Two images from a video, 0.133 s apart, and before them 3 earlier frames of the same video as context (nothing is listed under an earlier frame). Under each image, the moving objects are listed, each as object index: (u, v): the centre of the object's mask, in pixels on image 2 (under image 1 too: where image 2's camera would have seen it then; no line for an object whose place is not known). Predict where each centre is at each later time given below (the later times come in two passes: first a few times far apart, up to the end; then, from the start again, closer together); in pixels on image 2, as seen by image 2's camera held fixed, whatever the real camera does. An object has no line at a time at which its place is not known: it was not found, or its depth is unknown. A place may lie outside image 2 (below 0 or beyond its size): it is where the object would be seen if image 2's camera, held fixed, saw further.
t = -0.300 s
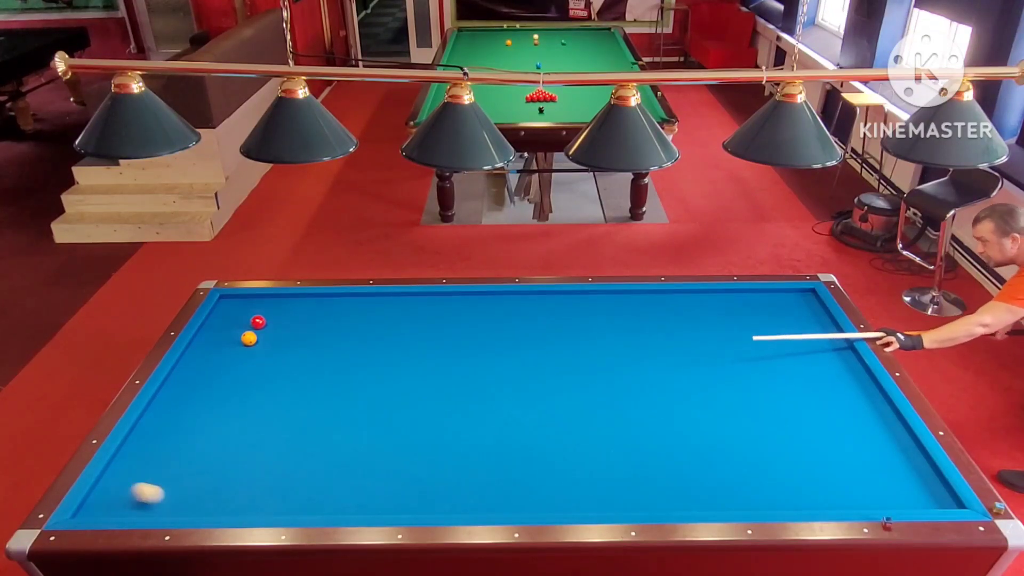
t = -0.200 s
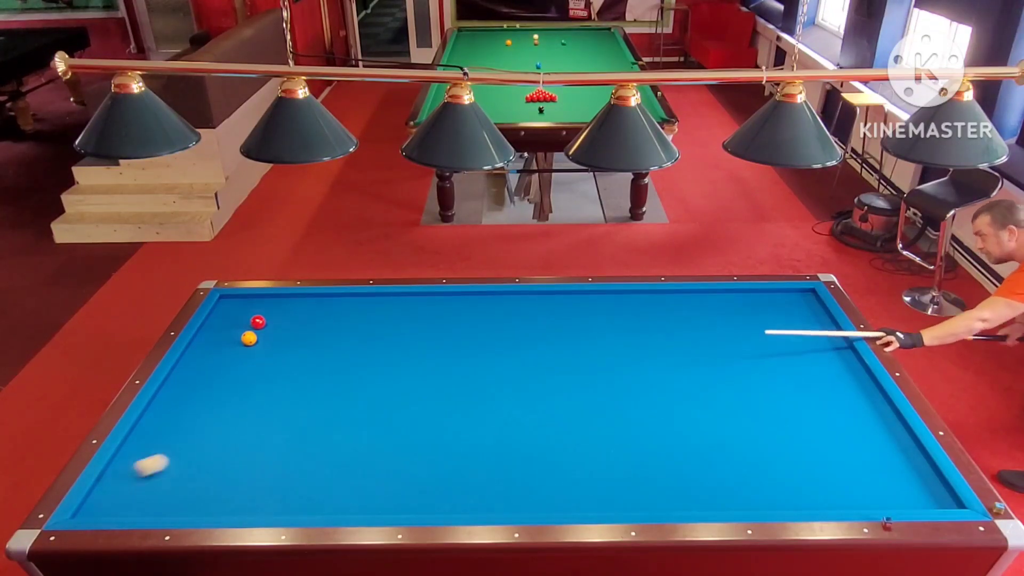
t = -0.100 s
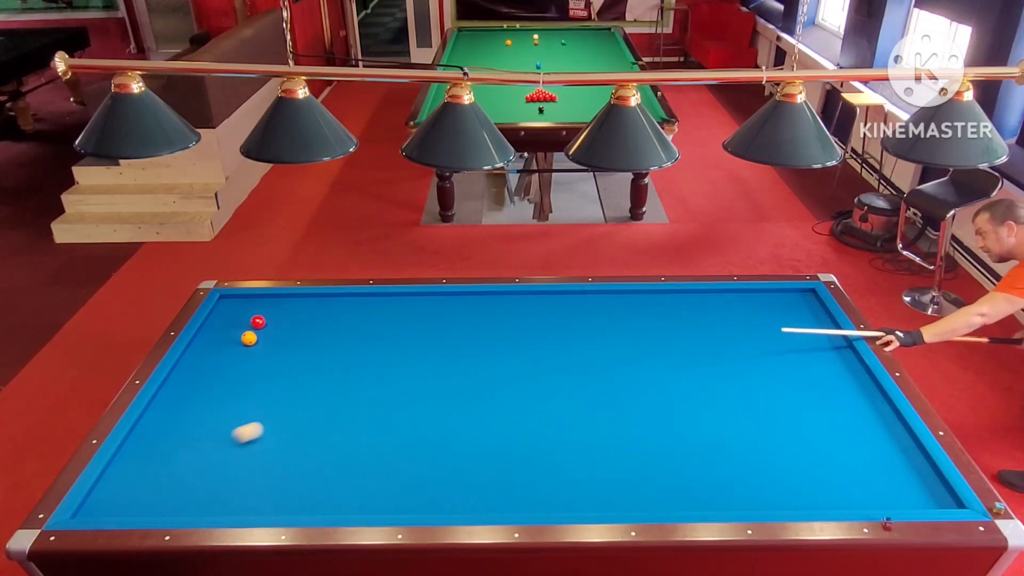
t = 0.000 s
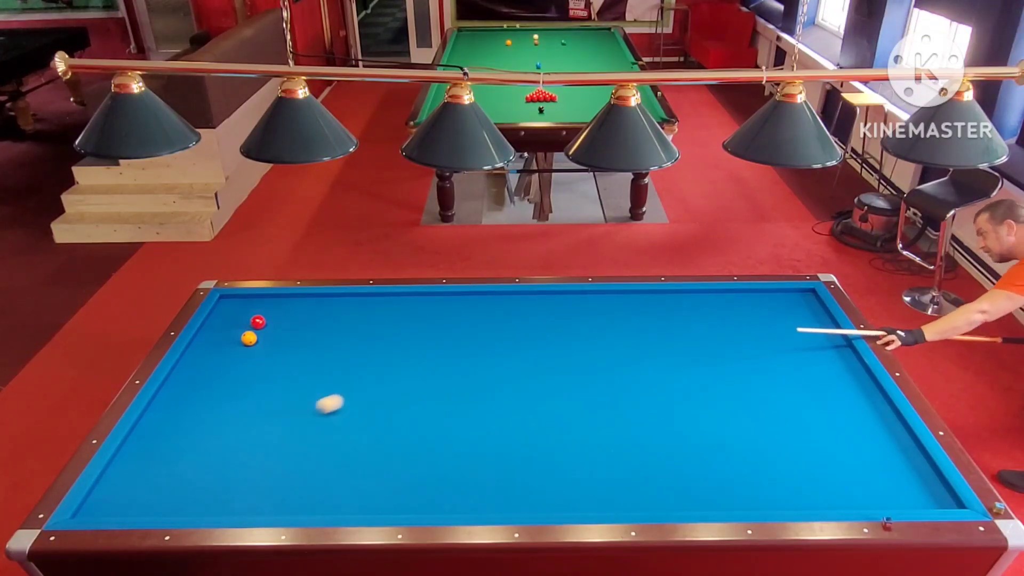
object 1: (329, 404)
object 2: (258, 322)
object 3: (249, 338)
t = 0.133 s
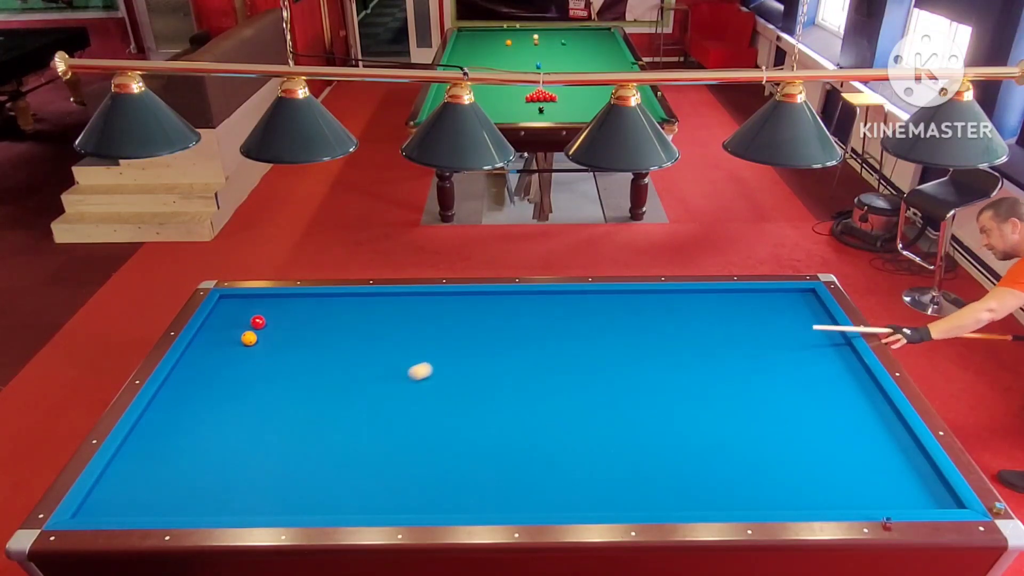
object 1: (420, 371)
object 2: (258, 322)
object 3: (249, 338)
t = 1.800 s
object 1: (731, 454)
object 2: (258, 322)
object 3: (249, 338)
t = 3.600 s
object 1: (332, 362)
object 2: (258, 322)
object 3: (249, 338)
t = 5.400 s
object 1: (237, 310)
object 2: (218, 318)
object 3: (195, 358)
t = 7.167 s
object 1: (229, 300)
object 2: (229, 354)
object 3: (218, 370)
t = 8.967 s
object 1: (233, 303)
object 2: (243, 370)
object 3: (218, 374)
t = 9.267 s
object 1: (232, 303)
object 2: (244, 371)
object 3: (218, 374)
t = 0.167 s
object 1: (440, 364)
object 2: (258, 322)
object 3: (249, 338)
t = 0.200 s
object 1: (458, 357)
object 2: (258, 322)
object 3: (249, 338)
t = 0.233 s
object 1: (476, 350)
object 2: (258, 322)
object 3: (249, 338)
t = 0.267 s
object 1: (492, 344)
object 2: (258, 322)
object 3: (249, 338)
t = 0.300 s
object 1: (508, 337)
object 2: (258, 322)
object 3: (249, 338)
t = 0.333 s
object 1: (523, 331)
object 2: (258, 322)
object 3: (249, 338)
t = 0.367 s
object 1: (536, 326)
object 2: (258, 322)
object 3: (249, 338)
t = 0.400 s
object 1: (549, 320)
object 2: (258, 322)
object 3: (249, 338)
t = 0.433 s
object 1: (562, 315)
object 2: (258, 322)
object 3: (249, 338)
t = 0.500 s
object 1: (586, 304)
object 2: (258, 322)
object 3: (249, 338)
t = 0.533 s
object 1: (598, 299)
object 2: (258, 322)
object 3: (249, 338)
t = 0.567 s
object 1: (610, 294)
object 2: (258, 322)
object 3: (249, 338)
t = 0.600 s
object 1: (623, 295)
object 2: (258, 322)
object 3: (249, 338)
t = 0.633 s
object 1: (635, 299)
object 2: (258, 322)
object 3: (249, 338)
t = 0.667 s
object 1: (649, 303)
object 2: (258, 322)
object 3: (249, 338)
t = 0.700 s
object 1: (662, 307)
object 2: (258, 322)
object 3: (249, 338)
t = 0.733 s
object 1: (675, 310)
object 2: (258, 322)
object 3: (249, 338)
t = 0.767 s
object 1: (688, 313)
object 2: (258, 322)
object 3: (249, 338)
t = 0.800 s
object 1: (702, 316)
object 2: (258, 322)
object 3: (249, 338)
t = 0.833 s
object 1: (715, 318)
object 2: (258, 322)
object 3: (249, 338)
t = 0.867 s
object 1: (729, 321)
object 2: (258, 322)
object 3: (249, 338)
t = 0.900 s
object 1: (743, 324)
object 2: (258, 322)
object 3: (249, 338)
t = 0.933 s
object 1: (757, 327)
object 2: (258, 322)
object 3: (249, 338)
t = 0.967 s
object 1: (772, 330)
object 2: (258, 322)
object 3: (249, 338)
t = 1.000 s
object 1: (786, 333)
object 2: (258, 322)
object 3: (249, 338)
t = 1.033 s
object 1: (800, 336)
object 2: (258, 322)
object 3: (249, 338)
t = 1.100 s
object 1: (830, 342)
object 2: (258, 322)
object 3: (249, 338)
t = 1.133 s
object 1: (845, 345)
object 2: (258, 322)
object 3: (249, 338)
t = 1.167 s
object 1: (842, 350)
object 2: (258, 322)
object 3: (249, 338)
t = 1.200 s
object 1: (834, 354)
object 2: (258, 322)
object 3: (249, 338)
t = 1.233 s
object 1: (827, 359)
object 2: (258, 322)
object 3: (249, 338)
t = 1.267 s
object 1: (820, 365)
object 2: (258, 322)
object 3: (249, 338)
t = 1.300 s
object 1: (813, 369)
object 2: (258, 322)
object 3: (249, 338)
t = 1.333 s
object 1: (807, 375)
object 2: (258, 322)
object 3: (249, 338)
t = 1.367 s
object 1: (801, 380)
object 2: (258, 322)
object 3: (249, 338)
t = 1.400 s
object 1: (795, 385)
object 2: (258, 322)
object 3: (249, 338)
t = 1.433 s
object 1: (790, 390)
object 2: (258, 322)
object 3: (249, 338)
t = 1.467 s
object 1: (786, 395)
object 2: (258, 322)
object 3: (249, 338)
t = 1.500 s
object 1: (781, 401)
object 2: (258, 322)
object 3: (249, 338)
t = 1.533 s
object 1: (775, 406)
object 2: (258, 322)
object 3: (249, 338)
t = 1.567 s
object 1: (770, 412)
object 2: (258, 322)
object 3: (249, 338)
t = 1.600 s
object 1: (765, 418)
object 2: (258, 322)
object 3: (249, 338)
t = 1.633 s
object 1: (759, 424)
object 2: (258, 322)
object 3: (249, 338)
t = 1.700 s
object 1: (748, 436)
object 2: (258, 322)
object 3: (249, 338)
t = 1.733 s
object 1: (742, 442)
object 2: (258, 322)
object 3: (249, 338)
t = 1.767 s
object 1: (736, 448)
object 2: (258, 322)
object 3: (249, 338)
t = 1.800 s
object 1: (731, 454)
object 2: (258, 322)
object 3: (249, 338)
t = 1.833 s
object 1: (724, 461)
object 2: (258, 322)
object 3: (249, 338)
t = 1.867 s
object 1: (718, 468)
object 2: (258, 322)
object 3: (249, 338)
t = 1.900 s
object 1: (712, 475)
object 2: (258, 322)
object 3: (249, 338)
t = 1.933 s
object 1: (705, 481)
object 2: (258, 322)
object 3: (249, 338)
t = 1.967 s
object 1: (698, 489)
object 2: (258, 322)
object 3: (249, 338)
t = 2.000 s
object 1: (692, 496)
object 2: (258, 322)
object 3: (249, 338)
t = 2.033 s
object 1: (685, 502)
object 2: (258, 322)
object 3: (249, 338)
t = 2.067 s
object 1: (676, 504)
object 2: (258, 322)
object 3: (249, 338)
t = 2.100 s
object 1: (666, 499)
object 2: (258, 322)
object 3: (249, 338)
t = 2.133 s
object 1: (656, 494)
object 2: (258, 322)
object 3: (249, 338)
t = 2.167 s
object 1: (646, 489)
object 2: (258, 322)
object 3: (249, 338)
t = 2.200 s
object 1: (636, 486)
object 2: (258, 322)
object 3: (249, 338)
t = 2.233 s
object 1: (627, 482)
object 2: (258, 322)
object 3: (249, 338)
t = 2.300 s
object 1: (609, 474)
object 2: (258, 322)
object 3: (249, 338)
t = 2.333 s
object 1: (600, 471)
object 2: (258, 322)
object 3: (249, 338)
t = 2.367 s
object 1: (591, 467)
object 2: (258, 322)
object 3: (249, 338)
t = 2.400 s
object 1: (582, 464)
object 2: (258, 322)
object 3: (249, 338)
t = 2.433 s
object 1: (574, 460)
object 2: (258, 322)
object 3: (249, 338)
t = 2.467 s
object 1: (565, 457)
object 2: (258, 322)
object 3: (249, 338)
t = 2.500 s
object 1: (557, 453)
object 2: (258, 322)
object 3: (249, 338)
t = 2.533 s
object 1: (548, 450)
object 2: (258, 322)
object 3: (249, 338)
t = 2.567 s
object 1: (540, 447)
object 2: (258, 322)
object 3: (249, 338)
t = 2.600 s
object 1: (532, 443)
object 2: (258, 322)
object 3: (249, 338)
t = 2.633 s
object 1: (524, 440)
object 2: (258, 322)
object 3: (249, 338)
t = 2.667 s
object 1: (516, 437)
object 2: (258, 322)
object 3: (249, 338)
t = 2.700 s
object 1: (509, 434)
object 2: (258, 322)
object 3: (249, 338)
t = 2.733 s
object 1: (501, 431)
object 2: (258, 322)
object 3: (249, 338)
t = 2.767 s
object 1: (494, 428)
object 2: (258, 322)
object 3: (249, 338)
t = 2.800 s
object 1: (486, 425)
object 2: (258, 322)
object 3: (249, 338)
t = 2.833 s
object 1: (479, 422)
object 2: (258, 322)
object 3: (249, 338)
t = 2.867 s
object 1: (471, 419)
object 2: (258, 322)
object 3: (249, 338)
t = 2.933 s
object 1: (457, 413)
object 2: (258, 322)
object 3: (249, 338)
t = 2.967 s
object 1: (450, 410)
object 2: (258, 322)
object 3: (249, 338)
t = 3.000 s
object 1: (443, 408)
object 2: (258, 322)
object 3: (249, 338)
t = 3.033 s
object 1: (436, 405)
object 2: (258, 322)
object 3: (249, 338)
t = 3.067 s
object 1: (430, 402)
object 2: (258, 322)
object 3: (249, 338)
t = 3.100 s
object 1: (423, 399)
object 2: (258, 322)
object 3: (249, 338)
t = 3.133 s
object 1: (416, 397)
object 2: (258, 322)
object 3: (249, 338)
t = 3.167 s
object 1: (410, 394)
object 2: (258, 322)
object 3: (249, 338)
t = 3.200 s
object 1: (403, 391)
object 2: (258, 322)
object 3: (249, 338)
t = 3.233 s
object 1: (397, 389)
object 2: (258, 322)
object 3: (249, 338)
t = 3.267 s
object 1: (391, 386)
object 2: (258, 322)
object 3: (249, 338)
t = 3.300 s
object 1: (385, 384)
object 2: (258, 322)
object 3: (249, 338)
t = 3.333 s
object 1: (378, 381)
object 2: (258, 322)
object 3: (249, 338)
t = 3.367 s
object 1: (372, 379)
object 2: (258, 322)
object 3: (249, 338)
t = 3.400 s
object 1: (366, 376)
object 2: (258, 322)
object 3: (249, 338)
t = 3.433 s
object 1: (360, 374)
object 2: (258, 322)
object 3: (249, 338)
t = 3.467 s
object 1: (355, 371)
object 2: (258, 322)
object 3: (249, 338)
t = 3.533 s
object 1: (343, 367)
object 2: (258, 322)
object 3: (249, 338)
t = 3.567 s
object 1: (337, 365)
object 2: (258, 322)
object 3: (249, 338)
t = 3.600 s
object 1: (332, 362)
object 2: (258, 322)
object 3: (249, 338)
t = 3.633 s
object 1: (327, 360)
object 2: (258, 322)
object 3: (249, 338)
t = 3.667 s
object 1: (321, 358)
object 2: (258, 322)
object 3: (249, 338)
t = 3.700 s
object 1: (316, 355)
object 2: (258, 322)
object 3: (249, 338)
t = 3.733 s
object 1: (310, 353)
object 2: (258, 322)
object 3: (249, 338)
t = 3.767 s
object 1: (305, 351)
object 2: (258, 322)
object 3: (249, 338)
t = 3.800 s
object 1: (300, 349)
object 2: (258, 322)
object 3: (249, 338)
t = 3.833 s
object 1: (294, 347)
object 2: (258, 322)
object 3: (249, 338)
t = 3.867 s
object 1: (289, 345)
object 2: (258, 322)
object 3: (249, 338)
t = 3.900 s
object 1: (284, 343)
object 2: (258, 322)
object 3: (249, 338)
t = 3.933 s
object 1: (279, 341)
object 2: (258, 322)
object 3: (249, 338)
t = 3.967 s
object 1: (274, 339)
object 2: (258, 322)
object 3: (249, 338)
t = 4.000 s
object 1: (269, 337)
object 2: (258, 322)
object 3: (249, 338)
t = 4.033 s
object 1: (264, 335)
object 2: (258, 322)
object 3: (249, 338)
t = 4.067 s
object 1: (262, 332)
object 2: (257, 321)
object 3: (246, 339)
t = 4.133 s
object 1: (260, 328)
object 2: (257, 319)
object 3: (241, 340)
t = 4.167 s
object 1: (259, 328)
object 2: (256, 317)
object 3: (239, 341)
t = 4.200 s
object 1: (259, 327)
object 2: (255, 316)
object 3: (237, 341)
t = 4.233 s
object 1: (258, 327)
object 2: (254, 314)
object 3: (234, 342)
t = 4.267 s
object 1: (257, 326)
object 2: (253, 313)
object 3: (232, 342)
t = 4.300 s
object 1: (256, 326)
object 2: (252, 311)
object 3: (230, 343)
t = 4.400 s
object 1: (254, 324)
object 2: (249, 306)
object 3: (223, 345)
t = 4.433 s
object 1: (254, 324)
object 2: (249, 305)
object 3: (221, 345)
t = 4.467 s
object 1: (253, 323)
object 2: (248, 303)
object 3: (219, 346)
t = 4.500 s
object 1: (252, 323)
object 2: (247, 302)
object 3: (217, 346)
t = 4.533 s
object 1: (252, 322)
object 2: (246, 300)
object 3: (215, 347)
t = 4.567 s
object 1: (251, 321)
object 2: (245, 299)
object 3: (213, 347)
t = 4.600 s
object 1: (251, 321)
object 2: (244, 298)
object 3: (211, 348)
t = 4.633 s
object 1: (250, 321)
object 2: (242, 299)
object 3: (209, 349)
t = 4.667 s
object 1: (249, 320)
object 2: (240, 300)
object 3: (207, 349)
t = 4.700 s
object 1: (249, 320)
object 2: (238, 301)
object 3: (204, 350)
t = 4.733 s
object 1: (248, 319)
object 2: (236, 301)
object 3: (202, 350)
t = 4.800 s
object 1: (247, 318)
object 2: (232, 303)
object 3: (198, 352)
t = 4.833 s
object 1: (246, 318)
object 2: (230, 304)
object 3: (196, 352)
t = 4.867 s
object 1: (246, 317)
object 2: (229, 305)
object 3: (194, 353)
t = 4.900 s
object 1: (245, 317)
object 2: (227, 306)
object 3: (192, 353)
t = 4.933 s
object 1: (245, 316)
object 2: (225, 306)
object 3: (190, 354)
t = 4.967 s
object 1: (244, 316)
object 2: (223, 307)
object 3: (188, 354)
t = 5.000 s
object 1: (243, 315)
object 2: (221, 308)
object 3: (187, 355)
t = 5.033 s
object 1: (243, 315)
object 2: (219, 309)
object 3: (187, 355)
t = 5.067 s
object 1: (242, 314)
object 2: (217, 310)
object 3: (188, 355)
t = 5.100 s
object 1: (242, 314)
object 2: (216, 311)
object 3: (189, 356)
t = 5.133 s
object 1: (241, 314)
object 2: (216, 312)
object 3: (190, 356)
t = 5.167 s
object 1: (240, 313)
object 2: (216, 313)
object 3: (190, 356)
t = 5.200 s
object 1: (240, 313)
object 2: (216, 313)
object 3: (191, 357)
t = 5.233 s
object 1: (239, 312)
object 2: (216, 314)
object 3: (192, 357)
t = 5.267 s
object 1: (239, 312)
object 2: (216, 315)
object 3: (192, 357)
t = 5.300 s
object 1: (238, 312)
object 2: (217, 316)
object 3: (193, 357)
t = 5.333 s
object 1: (238, 311)
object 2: (217, 316)
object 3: (194, 358)
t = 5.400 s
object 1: (237, 310)
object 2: (218, 318)
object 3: (195, 358)
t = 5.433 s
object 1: (236, 310)
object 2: (218, 319)
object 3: (196, 359)
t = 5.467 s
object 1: (236, 310)
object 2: (218, 319)
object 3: (196, 359)
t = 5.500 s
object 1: (235, 309)
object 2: (218, 320)
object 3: (197, 359)
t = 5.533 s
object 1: (235, 309)
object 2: (219, 321)
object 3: (198, 360)
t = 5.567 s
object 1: (234, 309)
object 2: (219, 321)
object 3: (198, 360)
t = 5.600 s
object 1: (234, 308)
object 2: (219, 322)
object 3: (199, 360)
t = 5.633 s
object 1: (233, 308)
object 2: (219, 323)
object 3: (200, 361)
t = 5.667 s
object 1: (233, 308)
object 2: (220, 324)
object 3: (200, 361)
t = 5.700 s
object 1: (232, 307)
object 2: (220, 325)
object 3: (201, 361)
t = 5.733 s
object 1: (232, 307)
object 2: (220, 325)
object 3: (201, 361)
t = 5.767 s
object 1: (231, 306)
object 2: (220, 326)
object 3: (202, 362)
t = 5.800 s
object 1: (231, 306)
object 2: (221, 327)
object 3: (202, 362)
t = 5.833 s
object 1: (231, 306)
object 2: (221, 328)
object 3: (203, 362)
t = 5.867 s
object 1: (230, 305)
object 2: (221, 328)
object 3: (204, 363)
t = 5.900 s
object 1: (230, 305)
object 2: (221, 329)
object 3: (204, 363)
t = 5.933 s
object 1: (229, 305)
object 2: (221, 330)
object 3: (205, 363)
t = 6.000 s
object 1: (229, 304)
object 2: (222, 331)
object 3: (206, 364)
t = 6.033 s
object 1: (228, 304)
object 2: (222, 332)
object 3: (206, 364)
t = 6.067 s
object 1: (228, 304)
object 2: (222, 333)
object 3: (207, 364)
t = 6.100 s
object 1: (227, 303)
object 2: (222, 333)
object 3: (207, 364)
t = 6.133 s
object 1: (227, 303)
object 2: (222, 334)
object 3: (207, 364)
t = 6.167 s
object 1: (227, 303)
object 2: (223, 335)
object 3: (208, 365)
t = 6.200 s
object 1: (226, 303)
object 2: (223, 335)
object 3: (208, 365)
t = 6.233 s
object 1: (226, 302)
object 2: (223, 336)
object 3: (209, 365)
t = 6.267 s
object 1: (225, 302)
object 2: (223, 337)
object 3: (209, 365)
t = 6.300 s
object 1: (225, 302)
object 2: (224, 337)
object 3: (210, 366)
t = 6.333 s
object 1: (225, 301)
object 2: (224, 338)
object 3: (210, 366)
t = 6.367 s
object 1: (224, 301)
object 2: (224, 339)
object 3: (211, 366)
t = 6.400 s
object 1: (224, 301)
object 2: (224, 339)
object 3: (211, 366)
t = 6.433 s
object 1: (224, 301)
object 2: (224, 340)
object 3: (211, 367)
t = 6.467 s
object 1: (223, 300)
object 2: (225, 341)
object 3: (212, 367)
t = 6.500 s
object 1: (223, 300)
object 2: (225, 341)
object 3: (212, 367)
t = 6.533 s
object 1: (223, 300)
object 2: (225, 342)
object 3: (213, 367)
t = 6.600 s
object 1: (224, 299)
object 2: (225, 343)
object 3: (213, 367)
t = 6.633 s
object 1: (224, 299)
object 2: (226, 344)
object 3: (214, 368)
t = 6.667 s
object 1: (225, 298)
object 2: (226, 345)
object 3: (214, 368)
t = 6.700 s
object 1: (226, 298)
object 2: (226, 345)
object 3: (214, 368)
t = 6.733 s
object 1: (226, 298)
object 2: (226, 346)
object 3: (215, 368)
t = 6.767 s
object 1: (226, 298)
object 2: (226, 347)
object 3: (215, 368)
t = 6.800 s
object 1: (226, 298)
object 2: (227, 347)
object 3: (215, 369)
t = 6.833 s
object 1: (227, 298)
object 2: (227, 348)
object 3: (215, 369)
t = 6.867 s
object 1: (227, 299)
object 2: (227, 348)
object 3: (216, 369)
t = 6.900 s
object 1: (227, 299)
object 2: (227, 349)
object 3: (216, 369)
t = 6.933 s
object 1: (228, 299)
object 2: (227, 350)
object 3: (216, 369)
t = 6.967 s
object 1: (228, 299)
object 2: (228, 350)
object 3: (217, 369)
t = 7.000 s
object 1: (228, 299)
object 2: (228, 351)
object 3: (217, 369)
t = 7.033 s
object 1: (229, 299)
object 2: (228, 352)
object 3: (217, 370)
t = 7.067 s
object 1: (229, 300)
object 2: (228, 352)
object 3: (217, 370)
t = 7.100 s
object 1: (229, 300)
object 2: (228, 353)
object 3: (218, 370)
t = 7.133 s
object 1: (229, 300)
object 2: (228, 353)
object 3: (218, 370)
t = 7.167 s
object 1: (229, 300)
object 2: (229, 354)
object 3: (218, 370)
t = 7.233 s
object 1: (229, 300)
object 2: (229, 355)
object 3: (218, 370)
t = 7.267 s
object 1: (230, 301)
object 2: (229, 356)
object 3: (218, 370)
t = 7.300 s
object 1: (230, 301)
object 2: (229, 356)
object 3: (219, 371)
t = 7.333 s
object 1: (230, 301)
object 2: (230, 357)
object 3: (219, 371)
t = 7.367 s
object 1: (230, 301)
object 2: (230, 357)
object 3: (219, 371)
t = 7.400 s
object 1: (231, 301)
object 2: (230, 358)
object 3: (219, 371)
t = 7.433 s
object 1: (231, 301)
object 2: (230, 358)
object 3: (219, 371)
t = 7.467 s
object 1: (231, 301)
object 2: (230, 359)
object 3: (219, 371)
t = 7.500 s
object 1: (231, 301)
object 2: (231, 359)
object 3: (219, 371)
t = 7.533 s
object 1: (231, 301)
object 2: (231, 360)
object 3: (219, 371)
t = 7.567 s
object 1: (231, 302)
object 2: (231, 360)
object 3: (220, 371)
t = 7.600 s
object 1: (232, 302)
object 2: (231, 361)
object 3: (220, 371)
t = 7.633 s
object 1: (232, 302)
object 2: (232, 361)
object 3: (220, 371)
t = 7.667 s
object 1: (232, 302)
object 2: (232, 362)
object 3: (220, 371)
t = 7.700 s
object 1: (232, 302)
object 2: (232, 362)
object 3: (220, 371)
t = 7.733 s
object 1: (232, 302)
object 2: (232, 363)
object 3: (220, 371)
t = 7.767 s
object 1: (232, 302)
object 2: (232, 363)
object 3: (220, 371)
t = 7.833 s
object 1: (232, 302)
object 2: (233, 364)
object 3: (220, 372)
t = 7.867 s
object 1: (232, 302)
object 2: (233, 364)
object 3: (220, 372)
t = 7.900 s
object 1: (232, 302)
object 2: (234, 364)
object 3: (219, 372)
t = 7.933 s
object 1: (232, 302)
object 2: (234, 365)
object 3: (219, 372)
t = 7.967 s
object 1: (232, 303)
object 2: (234, 365)
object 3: (219, 373)
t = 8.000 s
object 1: (232, 303)
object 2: (235, 365)
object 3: (219, 373)
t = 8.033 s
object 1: (232, 303)
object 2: (235, 366)
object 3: (219, 373)
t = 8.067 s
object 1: (232, 303)
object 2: (235, 366)
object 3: (219, 373)
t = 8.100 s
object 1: (232, 303)
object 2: (236, 366)
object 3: (219, 373)
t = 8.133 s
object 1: (232, 303)
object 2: (236, 366)
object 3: (219, 373)
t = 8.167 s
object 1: (232, 303)
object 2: (236, 367)
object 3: (219, 373)
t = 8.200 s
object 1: (232, 303)
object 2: (237, 367)
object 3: (218, 373)
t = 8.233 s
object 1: (232, 303)
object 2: (237, 367)
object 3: (218, 373)
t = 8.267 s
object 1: (232, 303)
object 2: (237, 367)
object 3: (218, 374)
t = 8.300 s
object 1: (232, 303)
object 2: (238, 367)
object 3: (218, 374)
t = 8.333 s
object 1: (233, 303)
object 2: (238, 367)
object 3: (218, 374)
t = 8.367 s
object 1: (233, 303)
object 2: (238, 367)
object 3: (218, 374)
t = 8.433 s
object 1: (233, 303)
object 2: (239, 368)
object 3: (218, 374)
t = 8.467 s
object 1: (233, 303)
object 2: (239, 368)
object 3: (218, 374)
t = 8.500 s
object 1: (233, 303)
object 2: (240, 368)
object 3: (218, 374)
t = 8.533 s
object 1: (232, 303)
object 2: (240, 368)
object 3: (218, 374)
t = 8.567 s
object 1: (233, 303)
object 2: (240, 368)
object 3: (218, 374)
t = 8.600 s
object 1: (233, 303)
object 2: (240, 369)
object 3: (218, 374)
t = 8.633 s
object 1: (232, 303)
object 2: (241, 369)
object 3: (218, 374)
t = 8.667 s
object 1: (232, 303)
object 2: (241, 369)
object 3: (218, 374)
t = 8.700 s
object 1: (233, 303)
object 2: (241, 369)
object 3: (218, 374)
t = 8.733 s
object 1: (233, 303)
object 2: (241, 369)
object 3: (218, 374)
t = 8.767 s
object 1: (233, 303)
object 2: (242, 369)
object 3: (218, 374)
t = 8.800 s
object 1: (233, 303)
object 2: (242, 370)
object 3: (218, 374)
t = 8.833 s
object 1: (233, 303)
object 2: (242, 370)
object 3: (218, 374)
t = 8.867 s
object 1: (233, 303)
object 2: (242, 370)
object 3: (218, 374)
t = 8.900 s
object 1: (233, 303)
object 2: (242, 370)
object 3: (218, 374)
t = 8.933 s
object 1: (233, 303)
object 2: (243, 370)
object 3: (218, 374)
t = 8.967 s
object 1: (233, 303)
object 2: (243, 370)
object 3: (218, 374)
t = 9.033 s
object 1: (232, 303)
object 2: (243, 370)
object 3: (218, 374)
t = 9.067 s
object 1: (233, 303)
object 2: (243, 370)
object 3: (218, 374)
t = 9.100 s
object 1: (233, 303)
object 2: (243, 370)
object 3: (218, 374)
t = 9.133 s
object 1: (233, 303)
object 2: (244, 370)
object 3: (218, 374)
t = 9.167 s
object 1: (233, 303)
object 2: (244, 370)
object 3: (218, 374)
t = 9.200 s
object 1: (233, 303)
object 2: (244, 371)
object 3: (218, 374)
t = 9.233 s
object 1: (233, 303)
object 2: (244, 371)
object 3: (218, 374)
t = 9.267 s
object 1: (232, 303)
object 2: (244, 371)
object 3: (218, 374)
